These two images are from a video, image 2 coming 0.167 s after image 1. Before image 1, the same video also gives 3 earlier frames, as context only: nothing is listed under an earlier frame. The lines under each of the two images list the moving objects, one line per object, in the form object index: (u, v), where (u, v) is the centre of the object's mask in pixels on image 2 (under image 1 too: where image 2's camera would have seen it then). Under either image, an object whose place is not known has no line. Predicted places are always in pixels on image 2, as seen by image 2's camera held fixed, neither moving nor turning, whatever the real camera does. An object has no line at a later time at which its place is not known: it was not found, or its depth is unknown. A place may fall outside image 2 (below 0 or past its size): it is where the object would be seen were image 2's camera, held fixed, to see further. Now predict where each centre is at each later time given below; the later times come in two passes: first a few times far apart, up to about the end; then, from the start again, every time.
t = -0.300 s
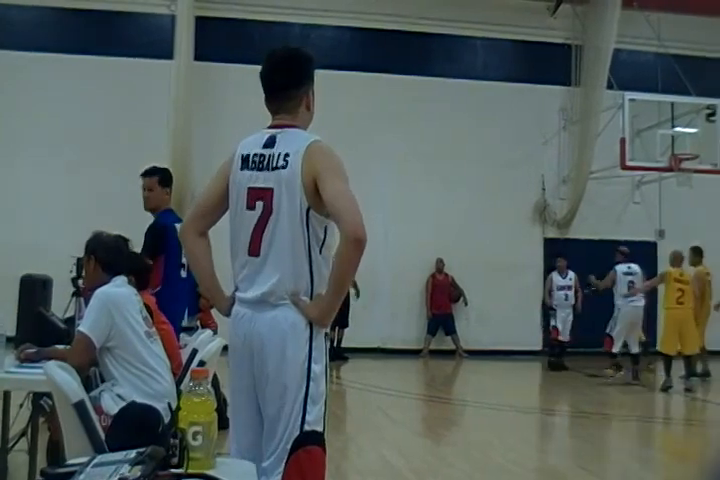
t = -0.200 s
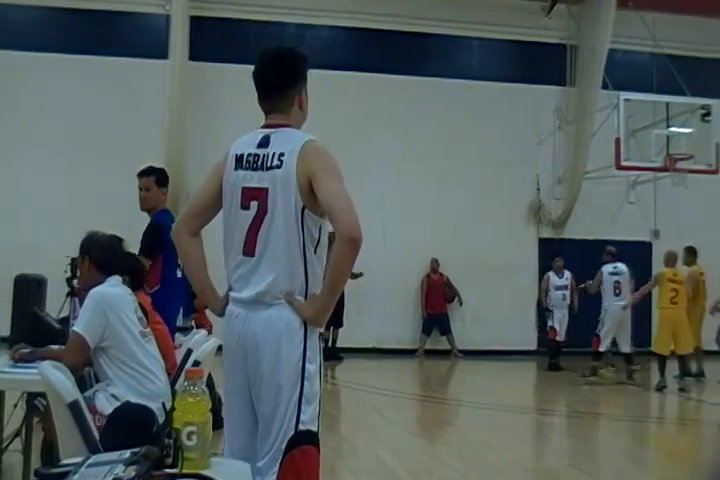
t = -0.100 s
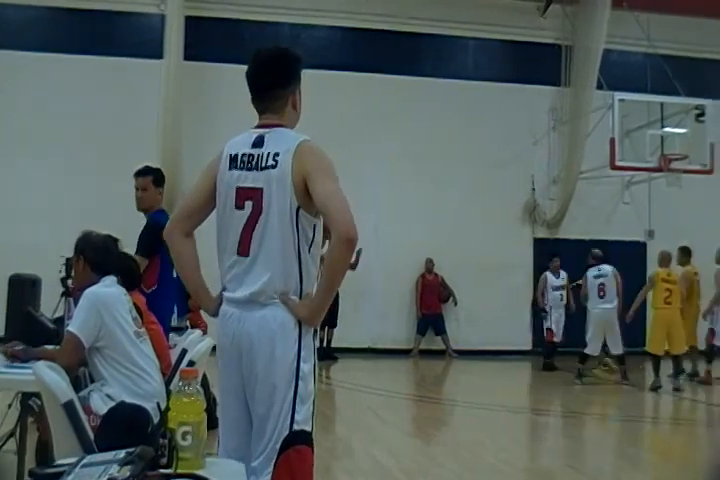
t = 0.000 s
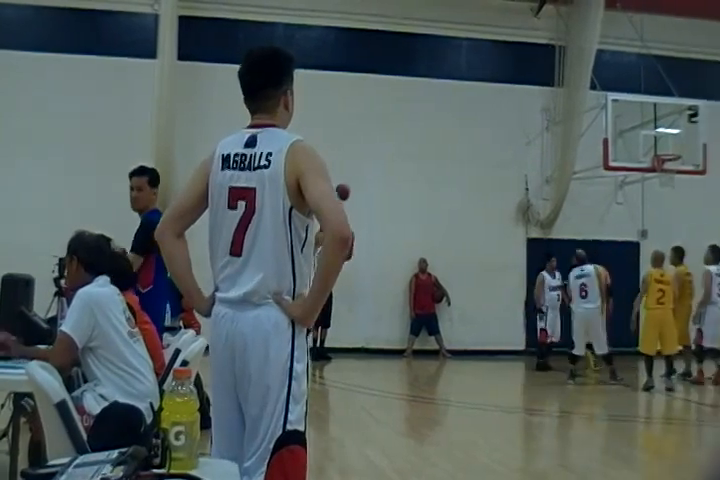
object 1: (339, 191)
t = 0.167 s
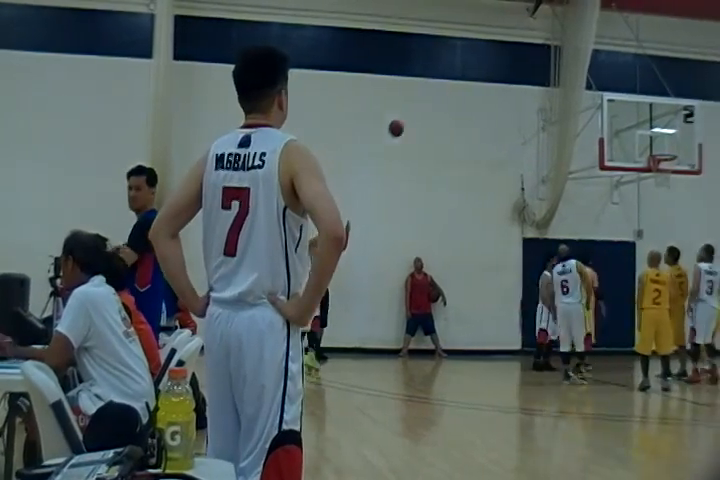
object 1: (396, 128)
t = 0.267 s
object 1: (428, 101)
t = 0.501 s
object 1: (501, 69)
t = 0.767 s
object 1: (579, 78)
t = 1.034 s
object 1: (652, 136)
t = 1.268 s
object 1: (684, 146)
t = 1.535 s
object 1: (712, 184)
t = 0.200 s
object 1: (407, 118)
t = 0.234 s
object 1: (417, 109)
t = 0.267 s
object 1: (428, 101)
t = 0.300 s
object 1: (439, 93)
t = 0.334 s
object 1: (449, 87)
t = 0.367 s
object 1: (459, 82)
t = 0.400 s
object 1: (471, 77)
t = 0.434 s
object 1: (480, 73)
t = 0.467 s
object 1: (492, 71)
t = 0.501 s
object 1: (501, 69)
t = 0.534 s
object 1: (512, 66)
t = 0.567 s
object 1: (522, 66)
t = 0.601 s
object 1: (531, 66)
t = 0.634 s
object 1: (540, 67)
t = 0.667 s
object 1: (550, 69)
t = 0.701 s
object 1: (559, 71)
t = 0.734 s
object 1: (570, 74)
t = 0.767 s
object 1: (579, 78)
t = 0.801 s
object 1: (588, 82)
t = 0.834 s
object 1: (598, 88)
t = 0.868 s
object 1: (606, 94)
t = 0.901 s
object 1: (616, 101)
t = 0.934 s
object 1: (625, 108)
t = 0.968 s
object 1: (634, 117)
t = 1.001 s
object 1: (643, 126)
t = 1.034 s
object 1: (652, 136)
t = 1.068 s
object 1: (661, 146)
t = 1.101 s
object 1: (665, 146)
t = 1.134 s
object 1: (669, 145)
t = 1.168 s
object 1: (673, 144)
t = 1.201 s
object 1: (677, 144)
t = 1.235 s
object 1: (681, 145)
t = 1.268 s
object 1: (684, 146)
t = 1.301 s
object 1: (687, 149)
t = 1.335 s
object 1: (692, 151)
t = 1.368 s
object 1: (695, 155)
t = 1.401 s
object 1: (699, 160)
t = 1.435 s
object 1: (702, 165)
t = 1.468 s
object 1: (705, 171)
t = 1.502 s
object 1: (709, 177)
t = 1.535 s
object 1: (712, 184)
